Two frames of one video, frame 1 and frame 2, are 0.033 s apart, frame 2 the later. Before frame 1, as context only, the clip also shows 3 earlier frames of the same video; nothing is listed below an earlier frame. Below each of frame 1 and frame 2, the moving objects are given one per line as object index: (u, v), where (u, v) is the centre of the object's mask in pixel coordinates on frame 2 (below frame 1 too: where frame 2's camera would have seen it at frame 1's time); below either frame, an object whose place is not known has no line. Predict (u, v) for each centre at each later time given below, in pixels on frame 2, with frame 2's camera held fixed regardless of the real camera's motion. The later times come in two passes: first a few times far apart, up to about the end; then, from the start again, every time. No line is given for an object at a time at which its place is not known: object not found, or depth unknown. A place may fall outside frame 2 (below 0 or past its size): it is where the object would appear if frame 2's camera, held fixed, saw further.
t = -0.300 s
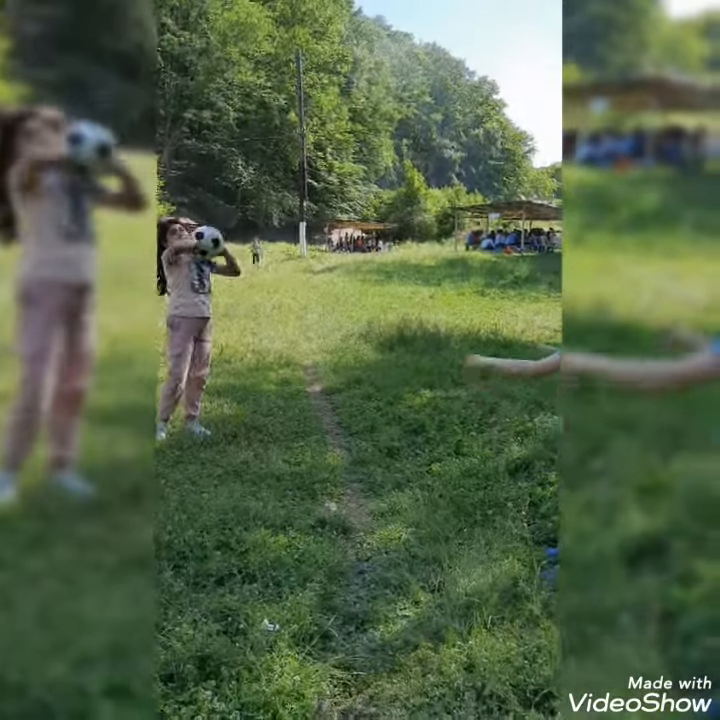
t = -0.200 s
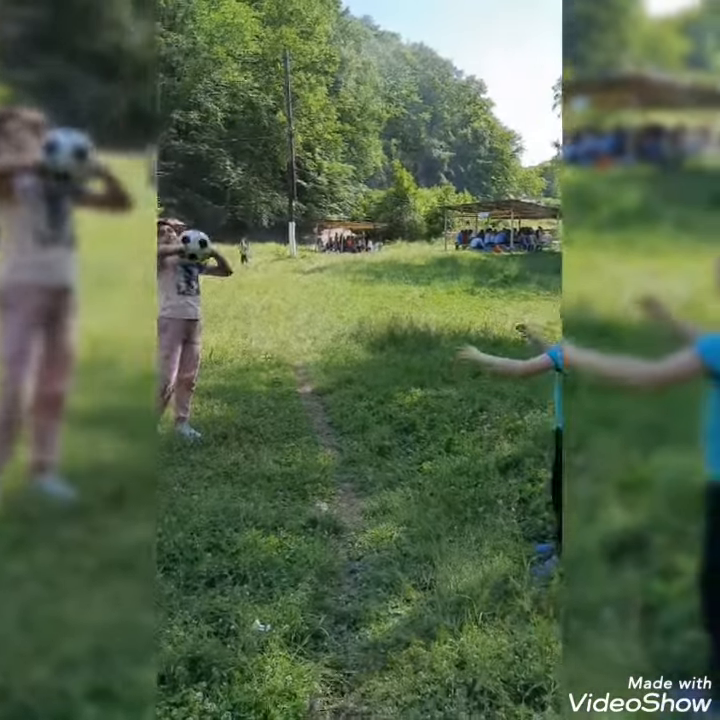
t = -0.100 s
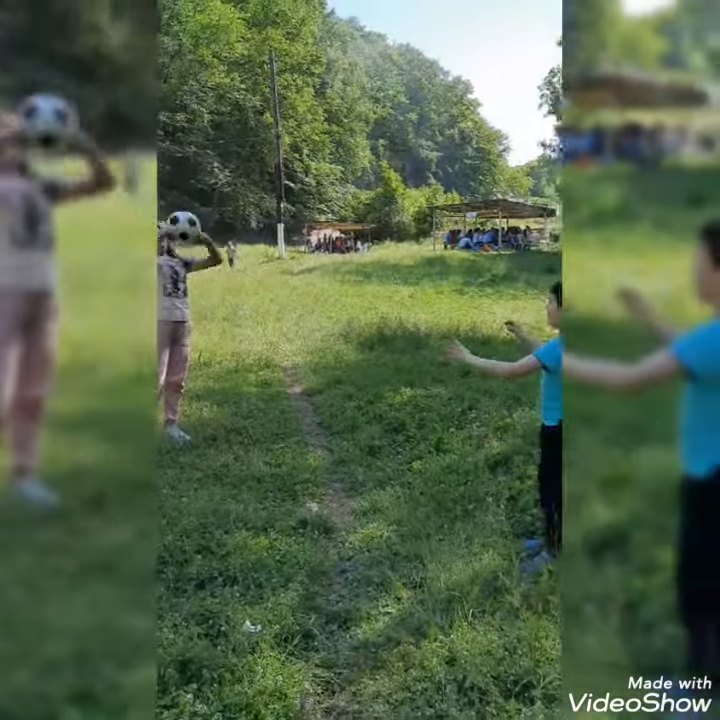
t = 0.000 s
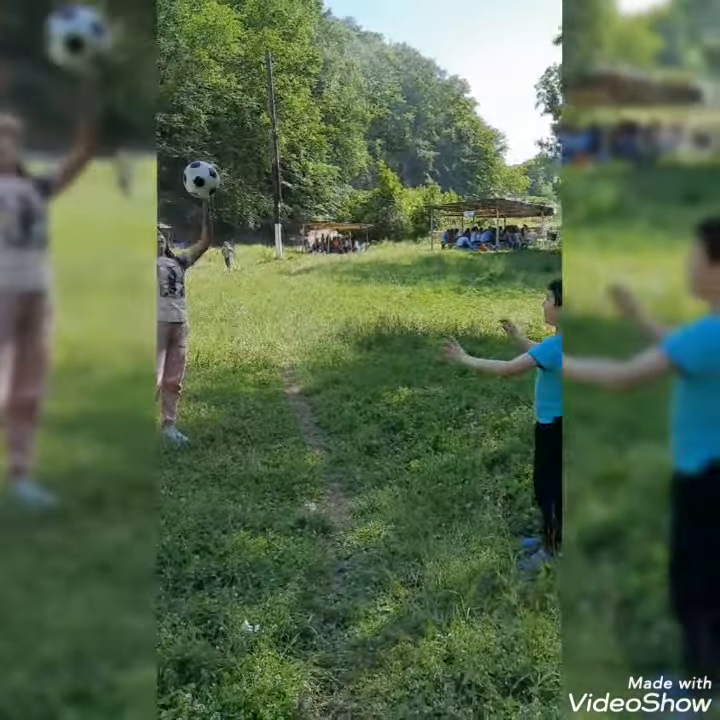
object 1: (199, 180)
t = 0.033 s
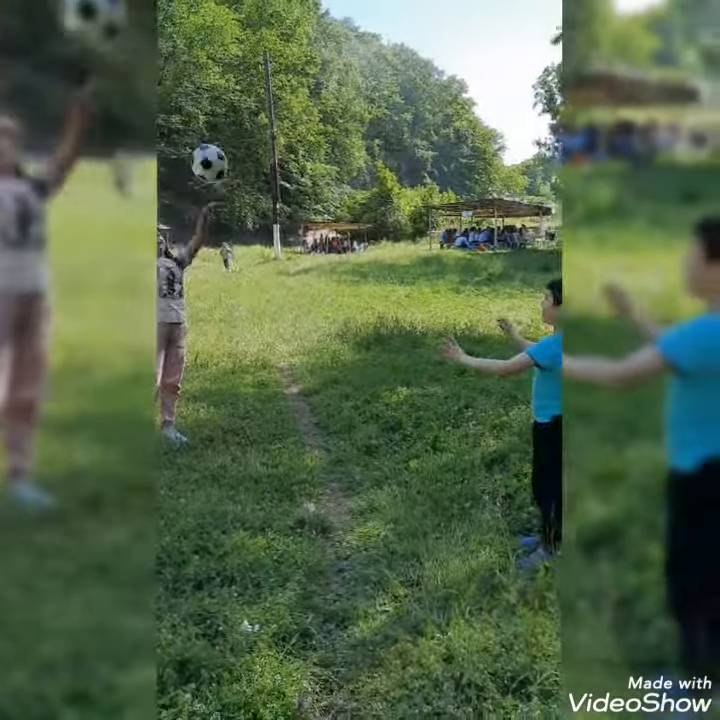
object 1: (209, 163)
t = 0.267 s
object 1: (289, 89)
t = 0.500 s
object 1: (390, 109)
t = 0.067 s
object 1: (219, 147)
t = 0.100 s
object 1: (230, 134)
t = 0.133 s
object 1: (240, 121)
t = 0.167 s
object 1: (253, 111)
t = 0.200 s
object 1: (262, 101)
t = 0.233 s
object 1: (277, 94)
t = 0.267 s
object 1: (289, 89)
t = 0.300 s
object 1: (302, 85)
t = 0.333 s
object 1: (317, 83)
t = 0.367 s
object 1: (328, 85)
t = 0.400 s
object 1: (343, 86)
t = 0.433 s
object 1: (358, 91)
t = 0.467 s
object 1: (375, 98)
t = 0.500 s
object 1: (390, 109)
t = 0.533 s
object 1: (408, 120)
